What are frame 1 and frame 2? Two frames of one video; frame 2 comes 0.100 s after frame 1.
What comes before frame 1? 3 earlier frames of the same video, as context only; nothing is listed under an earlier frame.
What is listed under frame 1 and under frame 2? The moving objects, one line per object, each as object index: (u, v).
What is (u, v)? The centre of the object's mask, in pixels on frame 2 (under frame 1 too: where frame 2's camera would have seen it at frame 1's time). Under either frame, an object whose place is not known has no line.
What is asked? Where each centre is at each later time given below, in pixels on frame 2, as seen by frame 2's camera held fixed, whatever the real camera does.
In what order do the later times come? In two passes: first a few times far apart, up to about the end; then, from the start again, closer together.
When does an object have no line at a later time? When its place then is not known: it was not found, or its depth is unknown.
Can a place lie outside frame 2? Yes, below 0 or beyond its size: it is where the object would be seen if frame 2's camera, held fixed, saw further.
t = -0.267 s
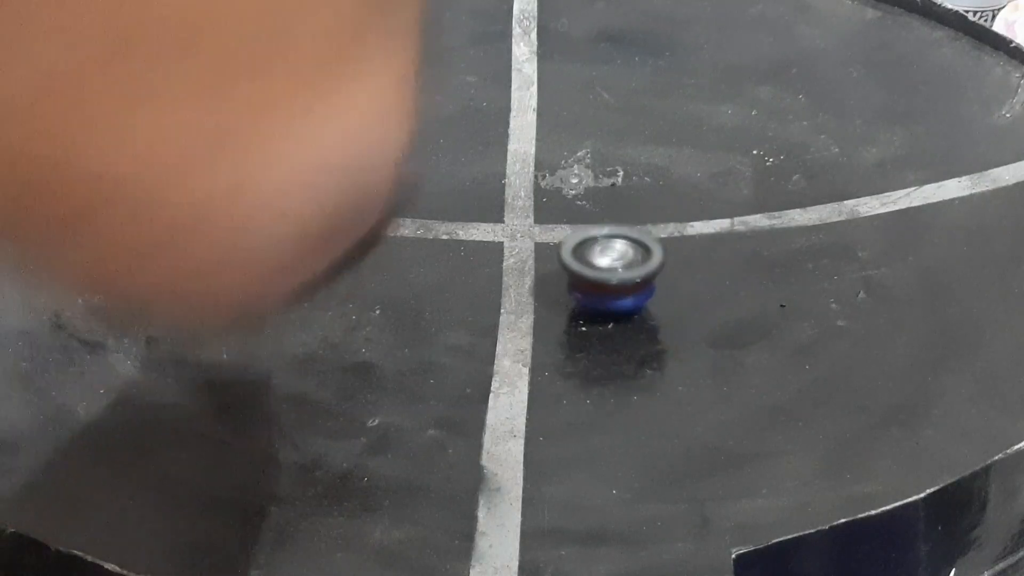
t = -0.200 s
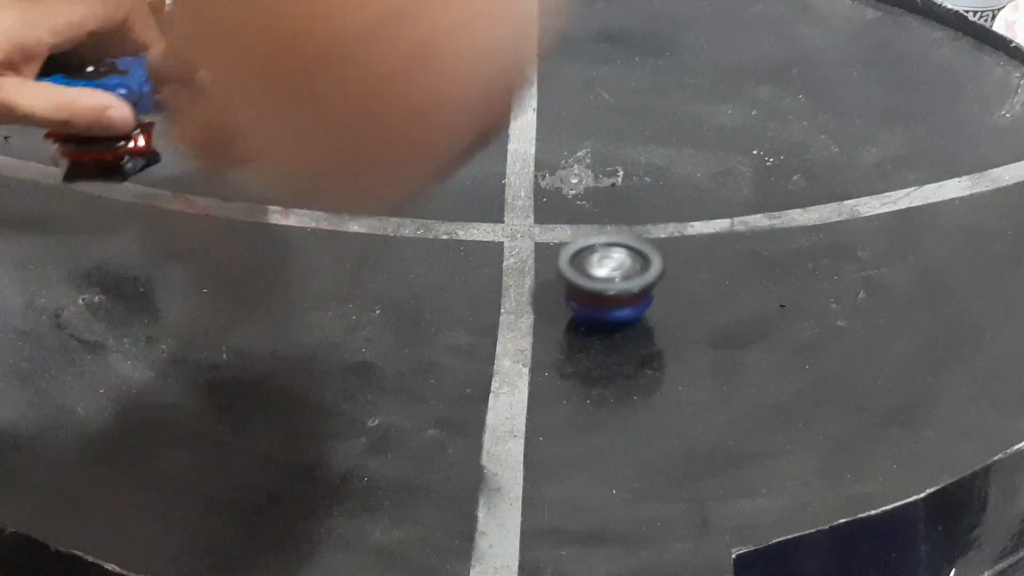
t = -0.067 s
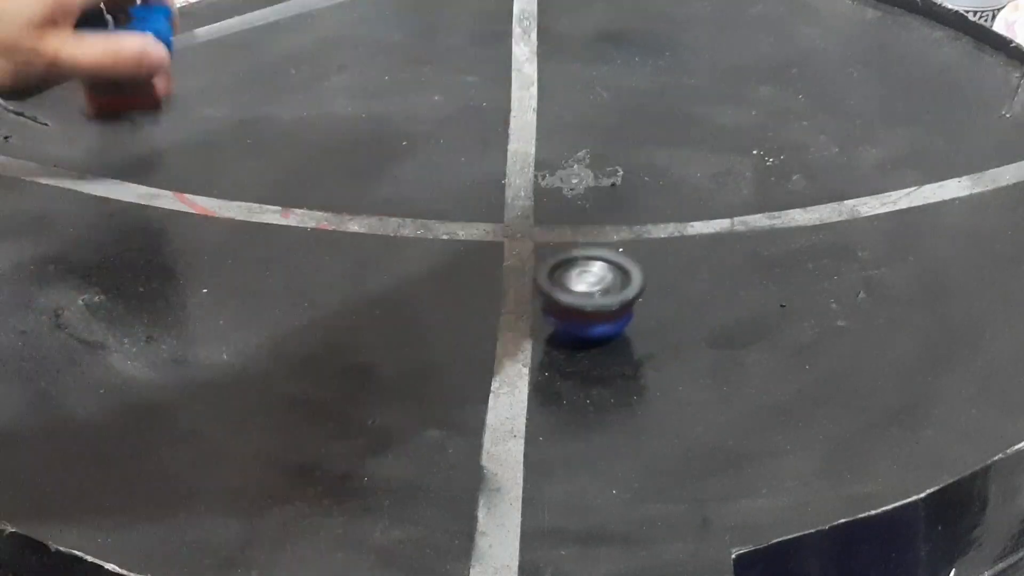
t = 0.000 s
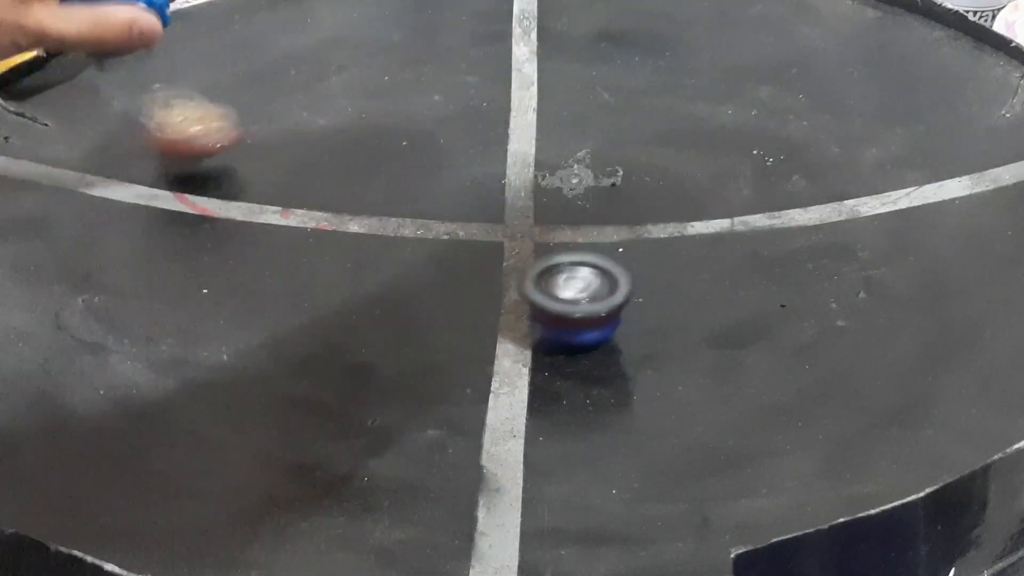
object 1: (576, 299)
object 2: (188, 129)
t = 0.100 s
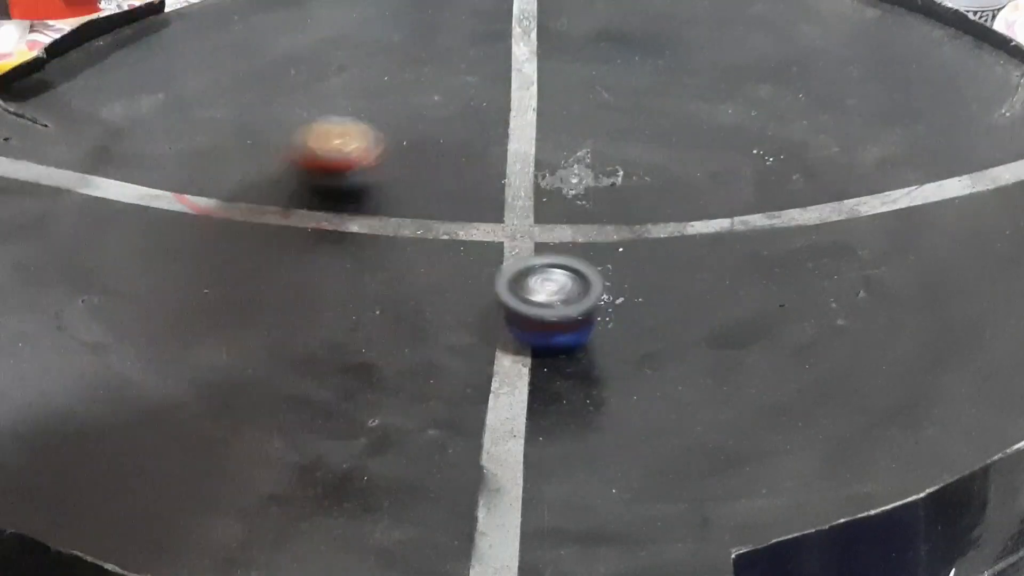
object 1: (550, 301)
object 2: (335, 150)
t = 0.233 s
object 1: (512, 289)
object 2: (503, 183)
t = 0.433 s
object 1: (490, 267)
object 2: (730, 165)
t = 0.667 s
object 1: (476, 254)
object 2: (799, 66)
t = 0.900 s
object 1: (454, 237)
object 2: (608, 41)
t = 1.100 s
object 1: (454, 222)
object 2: (456, 154)
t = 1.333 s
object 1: (309, 423)
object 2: (638, 255)
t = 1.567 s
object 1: (417, 514)
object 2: (953, 218)
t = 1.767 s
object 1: (551, 518)
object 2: (987, 98)
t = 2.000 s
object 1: (616, 437)
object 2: (761, 58)
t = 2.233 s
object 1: (535, 348)
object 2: (516, 175)
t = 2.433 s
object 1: (409, 388)
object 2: (452, 259)
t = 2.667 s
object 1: (381, 494)
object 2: (528, 344)
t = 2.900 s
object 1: (484, 466)
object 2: (778, 340)
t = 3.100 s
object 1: (495, 397)
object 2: (803, 231)
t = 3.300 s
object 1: (472, 331)
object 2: (630, 168)
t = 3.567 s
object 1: (479, 244)
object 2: (372, 212)
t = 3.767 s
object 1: (496, 186)
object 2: (280, 303)
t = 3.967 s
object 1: (520, 136)
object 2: (389, 378)
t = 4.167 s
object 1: (543, 113)
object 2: (592, 342)
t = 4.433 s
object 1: (595, 115)
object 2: (628, 198)
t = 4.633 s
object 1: (635, 96)
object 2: (495, 164)
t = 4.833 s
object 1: (672, 102)
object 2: (353, 193)
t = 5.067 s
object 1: (706, 132)
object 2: (341, 279)
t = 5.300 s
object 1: (715, 179)
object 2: (527, 302)
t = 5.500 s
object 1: (725, 213)
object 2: (611, 250)
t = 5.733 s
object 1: (790, 202)
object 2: (532, 205)
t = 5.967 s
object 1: (749, 220)
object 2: (425, 207)
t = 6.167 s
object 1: (692, 238)
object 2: (397, 235)
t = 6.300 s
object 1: (650, 245)
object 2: (418, 252)
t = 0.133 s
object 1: (540, 299)
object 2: (379, 156)
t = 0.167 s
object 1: (530, 296)
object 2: (421, 166)
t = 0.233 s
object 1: (512, 289)
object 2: (503, 183)
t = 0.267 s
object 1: (505, 285)
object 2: (547, 189)
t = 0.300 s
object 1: (499, 283)
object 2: (587, 188)
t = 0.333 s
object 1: (494, 280)
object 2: (629, 186)
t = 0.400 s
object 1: (492, 270)
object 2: (701, 175)
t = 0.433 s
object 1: (490, 267)
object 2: (730, 165)
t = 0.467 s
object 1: (487, 265)
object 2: (756, 152)
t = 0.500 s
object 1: (485, 263)
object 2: (777, 139)
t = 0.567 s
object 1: (482, 258)
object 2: (802, 109)
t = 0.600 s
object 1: (481, 256)
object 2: (806, 95)
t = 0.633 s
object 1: (479, 255)
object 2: (806, 80)
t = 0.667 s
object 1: (476, 254)
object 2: (799, 66)
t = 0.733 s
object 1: (469, 251)
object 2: (766, 43)
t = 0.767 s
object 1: (465, 250)
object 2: (742, 36)
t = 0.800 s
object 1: (461, 248)
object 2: (713, 30)
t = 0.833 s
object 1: (459, 245)
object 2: (675, 29)
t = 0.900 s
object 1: (454, 237)
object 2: (608, 41)
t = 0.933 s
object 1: (454, 233)
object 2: (573, 53)
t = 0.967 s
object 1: (455, 230)
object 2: (541, 69)
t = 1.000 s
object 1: (455, 227)
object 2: (512, 91)
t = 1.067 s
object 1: (455, 223)
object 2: (471, 140)
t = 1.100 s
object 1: (454, 222)
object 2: (456, 154)
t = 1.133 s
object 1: (435, 229)
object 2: (466, 172)
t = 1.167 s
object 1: (405, 254)
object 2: (478, 189)
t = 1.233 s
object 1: (349, 340)
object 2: (521, 217)
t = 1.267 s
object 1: (329, 371)
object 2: (555, 232)
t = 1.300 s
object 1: (315, 399)
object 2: (592, 244)
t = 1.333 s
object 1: (309, 423)
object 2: (638, 255)
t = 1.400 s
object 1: (325, 466)
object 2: (740, 270)
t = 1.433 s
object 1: (339, 481)
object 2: (791, 267)
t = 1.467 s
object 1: (357, 494)
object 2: (839, 259)
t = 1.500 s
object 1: (375, 506)
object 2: (884, 250)
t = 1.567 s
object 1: (417, 514)
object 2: (953, 218)
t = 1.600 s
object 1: (440, 516)
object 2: (975, 199)
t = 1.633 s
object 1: (461, 518)
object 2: (987, 179)
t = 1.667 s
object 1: (482, 519)
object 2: (993, 157)
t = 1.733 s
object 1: (528, 521)
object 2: (993, 117)
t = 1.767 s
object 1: (551, 518)
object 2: (987, 98)
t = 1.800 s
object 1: (567, 514)
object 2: (975, 84)
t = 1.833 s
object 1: (583, 509)
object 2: (950, 70)
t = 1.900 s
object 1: (606, 483)
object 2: (882, 56)
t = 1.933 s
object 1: (611, 468)
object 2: (841, 52)
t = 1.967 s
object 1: (615, 452)
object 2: (801, 52)
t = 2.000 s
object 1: (616, 437)
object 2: (761, 58)
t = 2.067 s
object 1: (608, 411)
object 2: (681, 78)
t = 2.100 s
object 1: (599, 400)
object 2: (644, 92)
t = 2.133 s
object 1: (583, 388)
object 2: (609, 108)
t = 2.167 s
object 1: (567, 375)
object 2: (576, 128)
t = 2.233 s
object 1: (535, 348)
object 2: (516, 175)
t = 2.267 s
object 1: (516, 334)
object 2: (493, 198)
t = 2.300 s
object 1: (499, 320)
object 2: (475, 225)
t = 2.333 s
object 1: (479, 308)
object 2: (462, 238)
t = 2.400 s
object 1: (435, 340)
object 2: (455, 253)
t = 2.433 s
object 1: (409, 388)
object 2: (452, 259)
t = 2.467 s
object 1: (382, 419)
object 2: (453, 264)
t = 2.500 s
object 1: (362, 444)
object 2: (455, 274)
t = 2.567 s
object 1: (350, 478)
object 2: (468, 300)
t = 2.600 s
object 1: (356, 487)
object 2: (481, 314)
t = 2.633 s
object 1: (366, 492)
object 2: (499, 330)
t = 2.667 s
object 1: (381, 494)
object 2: (528, 344)
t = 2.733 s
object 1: (414, 498)
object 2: (591, 362)
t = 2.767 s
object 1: (432, 497)
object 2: (629, 366)
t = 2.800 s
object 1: (449, 493)
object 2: (668, 366)
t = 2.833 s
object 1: (462, 486)
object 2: (709, 363)
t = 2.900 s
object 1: (484, 466)
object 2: (778, 340)
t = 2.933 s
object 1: (490, 454)
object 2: (800, 324)
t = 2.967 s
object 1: (496, 444)
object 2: (815, 305)
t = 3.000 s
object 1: (500, 432)
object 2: (824, 286)
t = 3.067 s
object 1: (498, 408)
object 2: (820, 250)
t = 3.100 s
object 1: (495, 397)
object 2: (803, 231)
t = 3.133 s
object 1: (488, 385)
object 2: (784, 216)
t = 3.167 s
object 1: (484, 374)
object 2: (760, 200)
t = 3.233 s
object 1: (477, 352)
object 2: (700, 178)
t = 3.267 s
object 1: (474, 342)
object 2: (665, 171)
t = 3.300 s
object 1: (472, 331)
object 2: (630, 168)
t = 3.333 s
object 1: (471, 320)
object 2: (597, 165)
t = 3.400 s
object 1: (472, 299)
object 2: (529, 171)
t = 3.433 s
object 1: (473, 287)
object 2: (492, 175)
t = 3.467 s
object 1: (474, 277)
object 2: (461, 183)
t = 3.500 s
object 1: (476, 266)
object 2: (427, 187)
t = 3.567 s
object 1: (479, 244)
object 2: (372, 212)
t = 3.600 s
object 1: (480, 235)
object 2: (349, 223)
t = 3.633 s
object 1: (483, 225)
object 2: (328, 237)
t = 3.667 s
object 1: (486, 214)
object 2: (307, 252)
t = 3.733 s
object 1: (493, 195)
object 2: (283, 286)
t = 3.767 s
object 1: (496, 186)
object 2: (280, 303)
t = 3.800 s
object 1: (498, 177)
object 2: (283, 319)
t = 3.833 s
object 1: (502, 168)
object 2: (290, 338)
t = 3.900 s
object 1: (510, 152)
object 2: (330, 362)
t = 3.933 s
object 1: (515, 144)
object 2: (357, 373)
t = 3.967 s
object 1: (520, 136)
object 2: (389, 378)
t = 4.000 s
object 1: (523, 130)
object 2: (427, 381)
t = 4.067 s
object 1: (530, 121)
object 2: (499, 375)
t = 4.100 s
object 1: (535, 118)
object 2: (538, 366)
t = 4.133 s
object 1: (538, 114)
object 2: (568, 355)
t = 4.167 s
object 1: (543, 113)
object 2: (592, 342)
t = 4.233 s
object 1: (554, 110)
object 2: (635, 306)
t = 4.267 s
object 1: (559, 110)
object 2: (647, 287)
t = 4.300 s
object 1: (565, 111)
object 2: (653, 269)
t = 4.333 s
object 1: (572, 111)
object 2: (652, 249)
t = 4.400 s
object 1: (586, 114)
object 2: (641, 214)
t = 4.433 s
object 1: (595, 115)
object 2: (628, 198)
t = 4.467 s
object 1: (603, 112)
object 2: (609, 182)
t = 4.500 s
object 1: (614, 109)
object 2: (590, 174)
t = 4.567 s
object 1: (625, 99)
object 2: (548, 167)
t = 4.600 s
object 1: (630, 97)
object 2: (522, 165)
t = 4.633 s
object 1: (635, 96)
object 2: (495, 164)
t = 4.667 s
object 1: (640, 97)
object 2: (470, 164)
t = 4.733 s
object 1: (654, 98)
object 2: (418, 169)
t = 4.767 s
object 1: (660, 98)
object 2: (393, 177)
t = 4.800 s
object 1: (667, 100)
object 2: (372, 183)
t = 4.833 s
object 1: (672, 102)
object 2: (353, 193)
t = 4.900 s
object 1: (684, 108)
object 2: (330, 213)
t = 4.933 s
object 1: (689, 112)
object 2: (324, 227)
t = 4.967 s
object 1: (694, 118)
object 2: (319, 241)
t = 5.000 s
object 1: (698, 122)
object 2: (321, 255)
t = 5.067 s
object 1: (706, 132)
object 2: (341, 279)
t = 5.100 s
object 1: (709, 138)
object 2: (358, 288)
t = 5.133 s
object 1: (711, 143)
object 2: (383, 297)
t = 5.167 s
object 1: (713, 150)
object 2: (409, 303)
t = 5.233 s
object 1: (714, 164)
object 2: (468, 308)
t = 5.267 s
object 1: (715, 172)
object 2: (496, 307)
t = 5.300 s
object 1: (715, 179)
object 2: (527, 302)
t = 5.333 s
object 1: (714, 187)
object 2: (551, 295)
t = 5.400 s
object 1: (708, 202)
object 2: (596, 274)
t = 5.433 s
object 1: (703, 210)
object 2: (611, 263)
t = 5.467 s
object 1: (704, 214)
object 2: (620, 255)
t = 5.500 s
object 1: (725, 213)
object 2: (611, 250)
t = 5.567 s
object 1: (765, 205)
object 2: (598, 235)
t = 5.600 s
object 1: (777, 204)
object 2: (589, 227)
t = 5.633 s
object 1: (784, 203)
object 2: (577, 219)
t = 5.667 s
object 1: (788, 202)
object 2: (563, 212)
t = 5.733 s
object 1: (790, 202)
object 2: (532, 205)
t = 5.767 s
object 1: (786, 203)
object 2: (516, 201)
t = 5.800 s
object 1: (781, 205)
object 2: (501, 200)
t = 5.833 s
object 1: (776, 207)
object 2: (485, 200)
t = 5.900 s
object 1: (764, 213)
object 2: (451, 201)
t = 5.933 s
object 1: (757, 217)
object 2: (435, 205)
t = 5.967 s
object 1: (749, 220)
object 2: (425, 207)
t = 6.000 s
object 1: (740, 223)
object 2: (417, 210)
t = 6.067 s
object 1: (722, 229)
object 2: (404, 218)
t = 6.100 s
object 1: (713, 231)
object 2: (400, 224)
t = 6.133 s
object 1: (703, 234)
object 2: (397, 229)
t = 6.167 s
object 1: (692, 238)
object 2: (397, 235)
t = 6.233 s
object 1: (672, 241)
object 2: (404, 245)
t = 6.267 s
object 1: (661, 243)
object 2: (411, 250)
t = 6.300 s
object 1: (650, 245)
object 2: (418, 252)
